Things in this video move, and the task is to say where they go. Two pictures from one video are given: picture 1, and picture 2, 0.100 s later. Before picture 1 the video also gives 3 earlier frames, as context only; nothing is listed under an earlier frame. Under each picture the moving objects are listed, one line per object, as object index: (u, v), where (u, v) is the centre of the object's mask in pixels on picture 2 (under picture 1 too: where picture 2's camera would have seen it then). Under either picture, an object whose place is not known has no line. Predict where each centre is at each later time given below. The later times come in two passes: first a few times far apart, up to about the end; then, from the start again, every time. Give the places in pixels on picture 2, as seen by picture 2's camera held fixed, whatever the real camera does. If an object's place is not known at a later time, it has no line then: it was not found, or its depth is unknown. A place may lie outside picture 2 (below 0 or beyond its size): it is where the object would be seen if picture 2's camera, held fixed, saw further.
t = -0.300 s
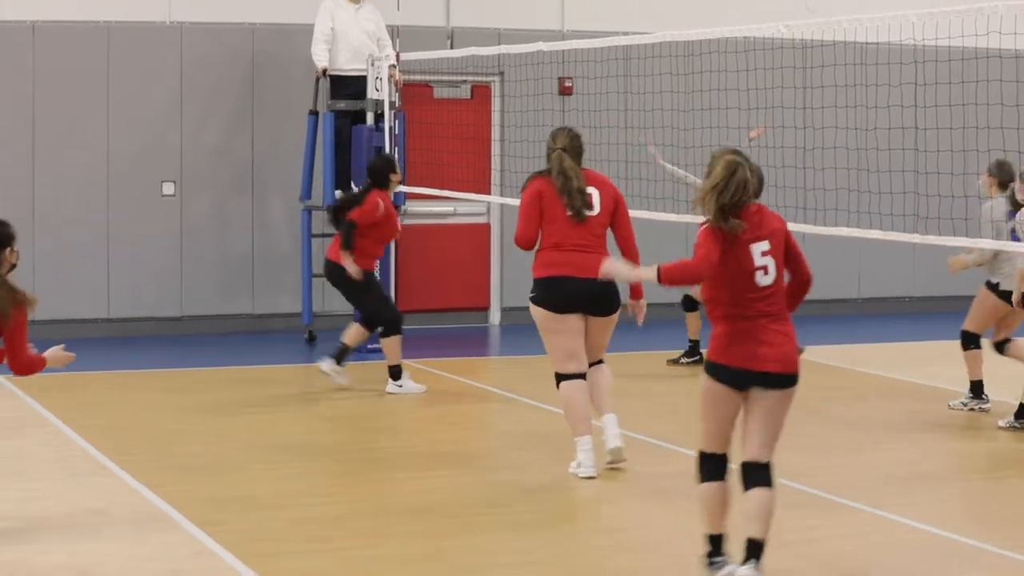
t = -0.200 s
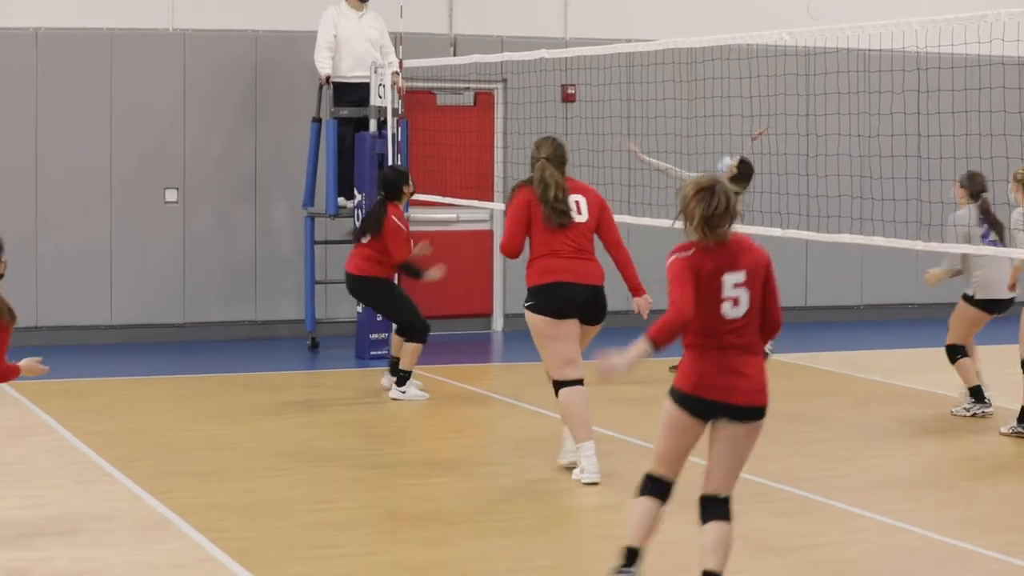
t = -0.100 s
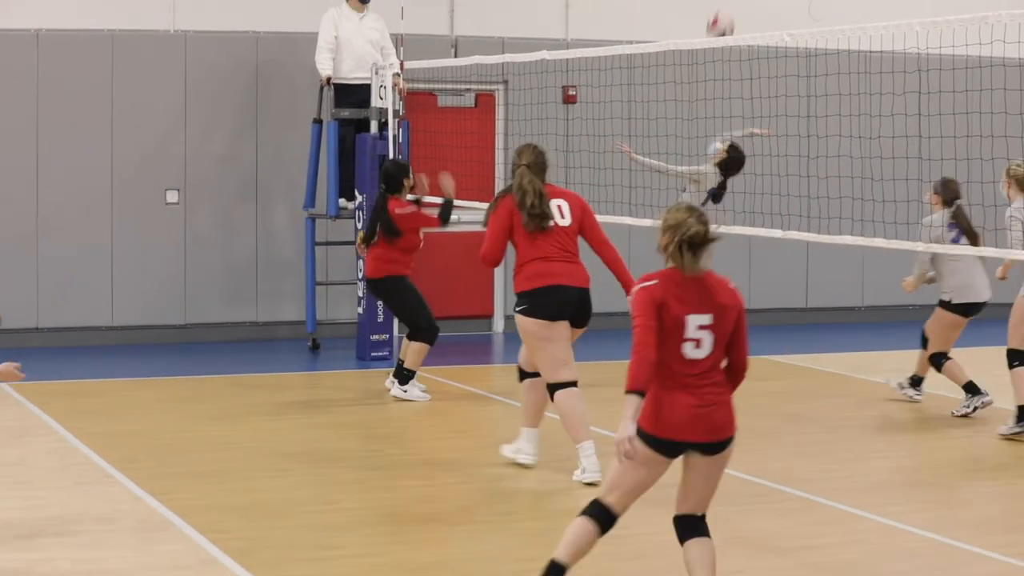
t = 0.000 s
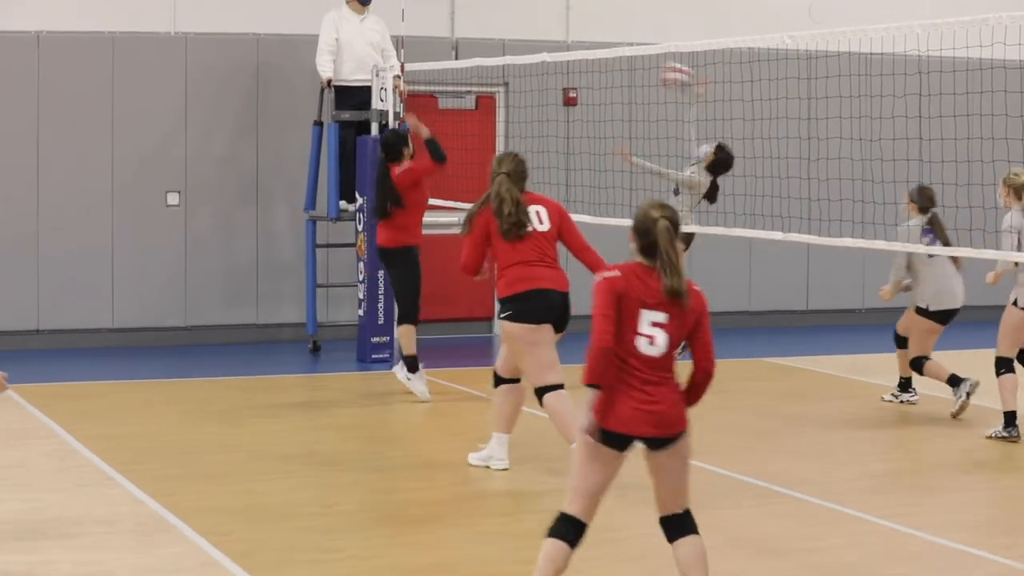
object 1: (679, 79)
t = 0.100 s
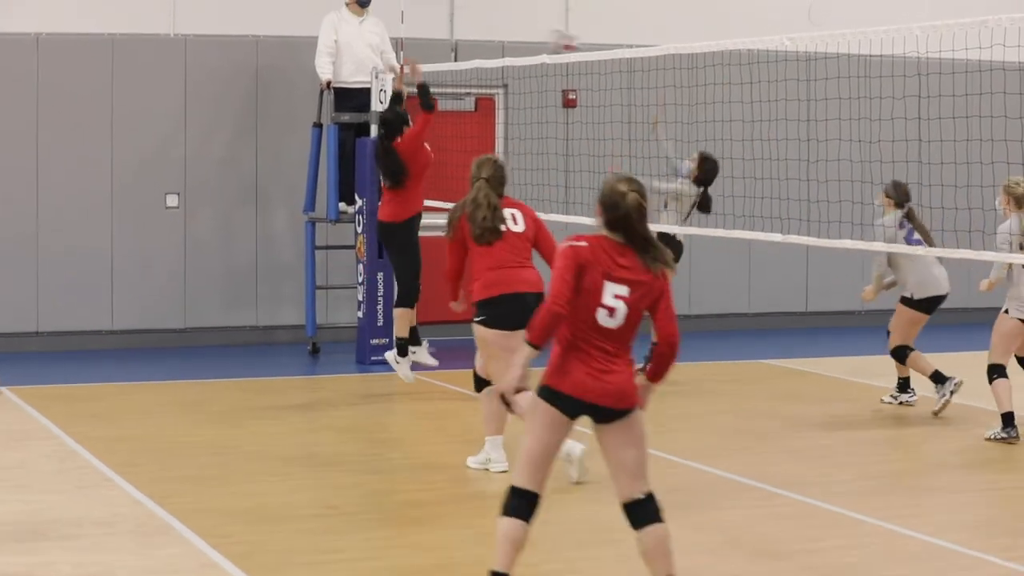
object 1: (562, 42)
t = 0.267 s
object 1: (366, 16)
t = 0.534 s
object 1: (21, 68)
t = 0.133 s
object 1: (524, 36)
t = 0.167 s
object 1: (487, 28)
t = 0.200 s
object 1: (447, 24)
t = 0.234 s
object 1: (406, 20)
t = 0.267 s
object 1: (366, 16)
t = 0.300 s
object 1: (323, 17)
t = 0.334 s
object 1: (282, 19)
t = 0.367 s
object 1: (241, 23)
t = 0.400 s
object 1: (198, 29)
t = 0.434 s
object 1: (153, 36)
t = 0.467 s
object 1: (109, 46)
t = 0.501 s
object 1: (66, 54)
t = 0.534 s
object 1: (21, 68)
